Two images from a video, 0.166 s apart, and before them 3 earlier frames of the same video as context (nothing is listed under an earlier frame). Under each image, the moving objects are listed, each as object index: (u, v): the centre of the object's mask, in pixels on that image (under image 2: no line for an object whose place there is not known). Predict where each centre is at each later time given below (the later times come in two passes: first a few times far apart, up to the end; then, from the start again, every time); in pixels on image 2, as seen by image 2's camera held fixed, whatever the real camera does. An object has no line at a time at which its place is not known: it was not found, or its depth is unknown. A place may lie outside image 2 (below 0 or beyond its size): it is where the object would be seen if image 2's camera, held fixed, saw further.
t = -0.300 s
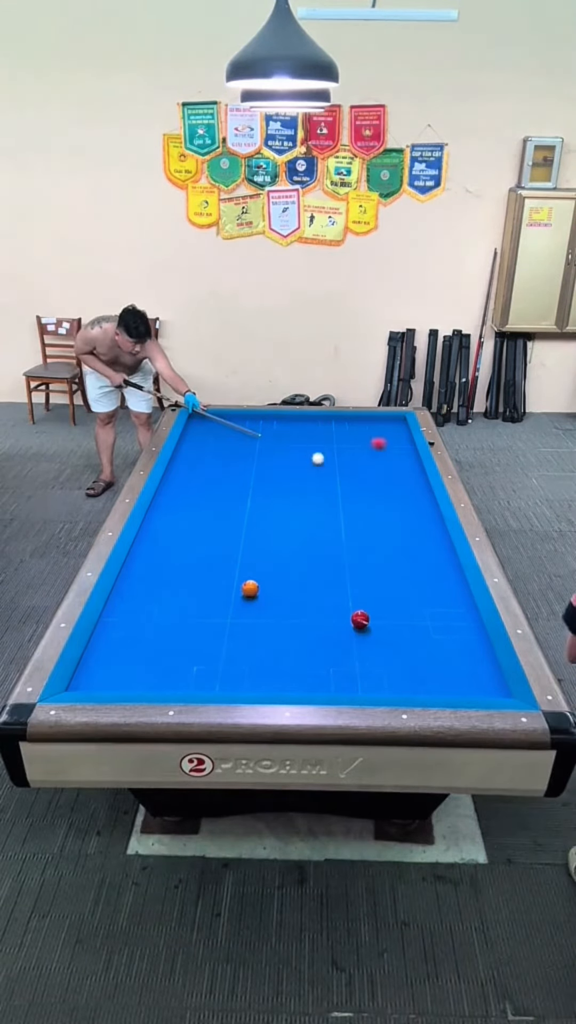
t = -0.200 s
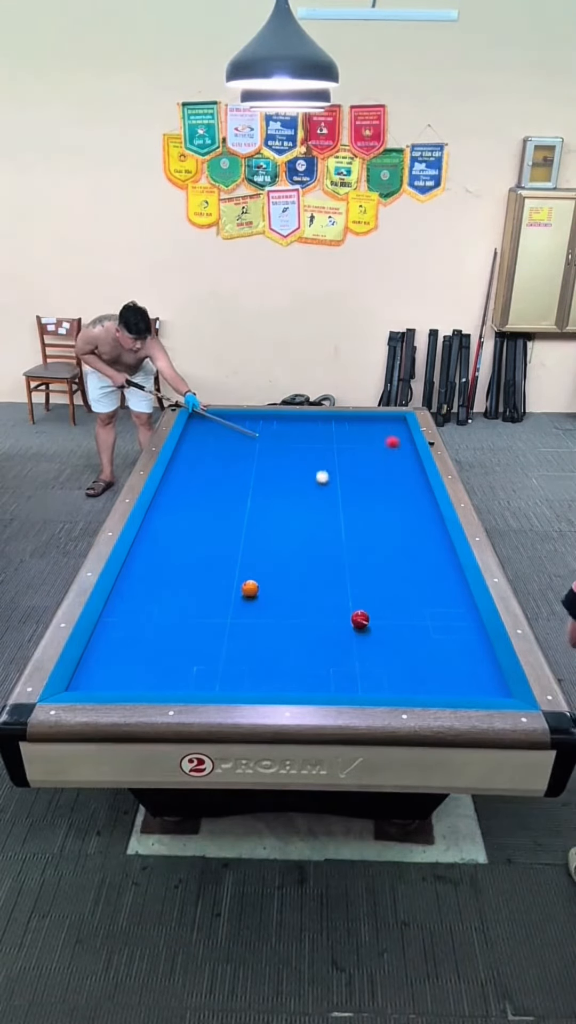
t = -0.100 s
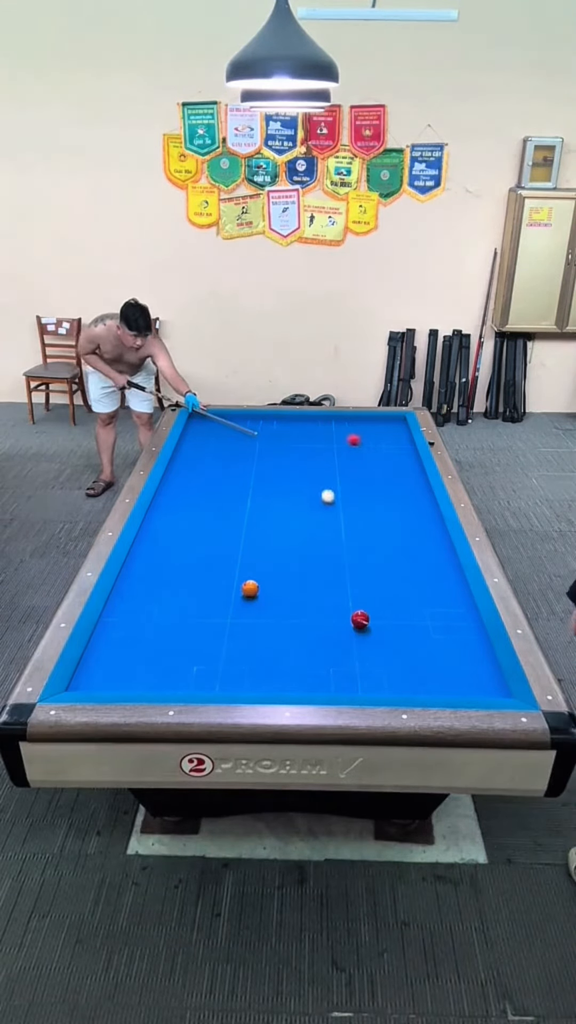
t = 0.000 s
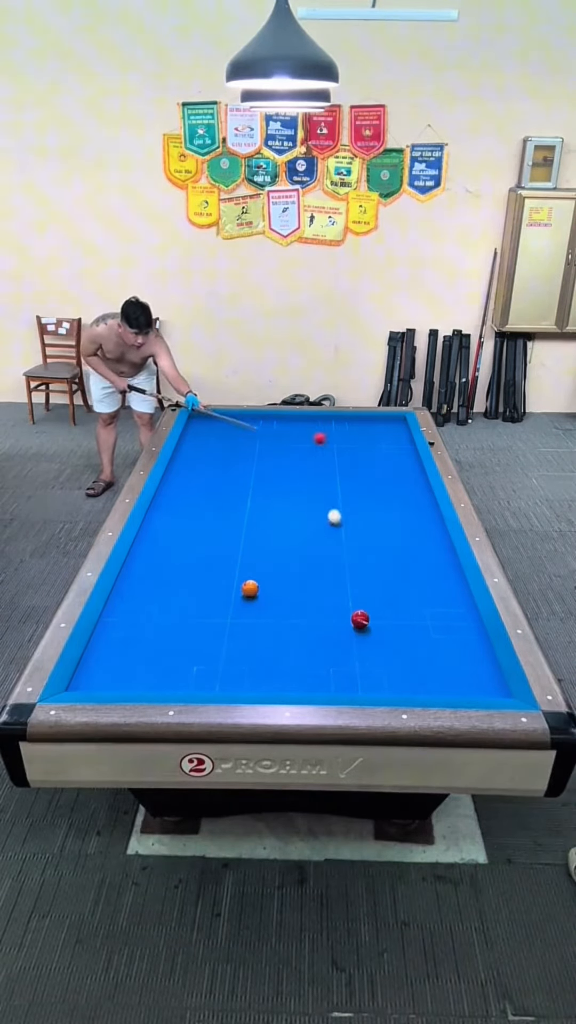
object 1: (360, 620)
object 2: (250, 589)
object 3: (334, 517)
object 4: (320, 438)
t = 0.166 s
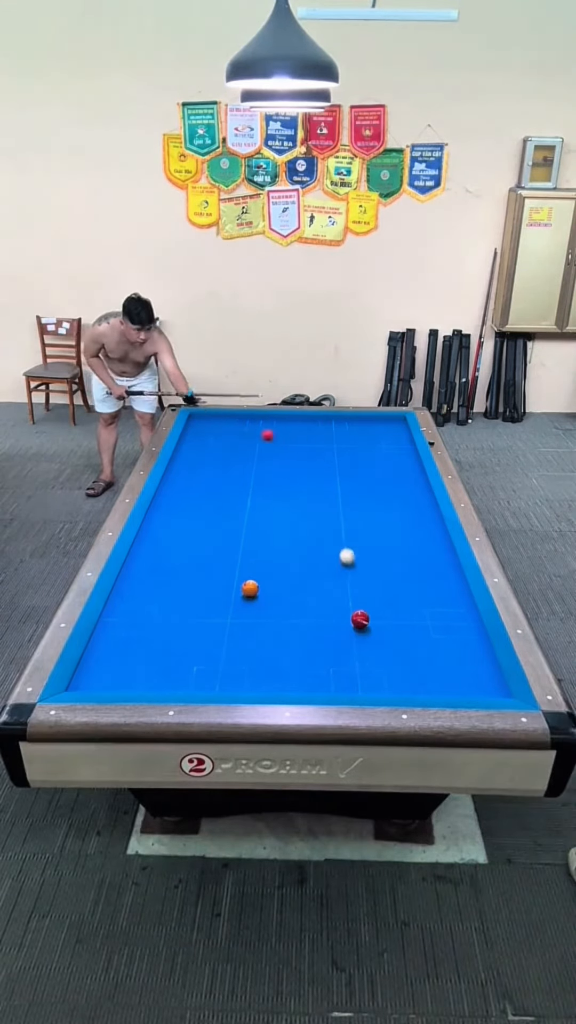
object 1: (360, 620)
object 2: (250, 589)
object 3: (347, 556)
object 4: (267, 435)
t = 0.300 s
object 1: (360, 620)
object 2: (250, 589)
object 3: (359, 595)
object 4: (226, 432)
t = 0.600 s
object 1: (334, 685)
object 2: (250, 589)
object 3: (416, 632)
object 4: (222, 430)
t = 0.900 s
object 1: (318, 640)
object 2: (250, 589)
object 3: (482, 676)
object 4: (269, 430)
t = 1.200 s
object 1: (306, 606)
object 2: (250, 589)
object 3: (445, 669)
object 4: (315, 429)
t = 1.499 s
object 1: (295, 576)
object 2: (250, 589)
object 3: (385, 643)
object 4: (359, 429)
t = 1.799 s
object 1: (286, 551)
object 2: (250, 589)
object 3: (332, 621)
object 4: (402, 428)
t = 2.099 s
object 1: (278, 529)
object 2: (250, 589)
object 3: (285, 600)
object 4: (380, 428)
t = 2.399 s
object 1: (271, 510)
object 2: (230, 586)
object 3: (265, 586)
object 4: (357, 427)
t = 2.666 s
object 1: (266, 494)
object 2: (202, 581)
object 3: (260, 576)
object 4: (338, 427)
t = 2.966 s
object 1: (261, 479)
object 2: (172, 576)
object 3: (256, 567)
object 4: (316, 426)
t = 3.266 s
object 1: (256, 466)
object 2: (145, 572)
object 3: (252, 558)
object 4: (296, 426)
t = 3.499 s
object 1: (253, 456)
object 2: (132, 569)
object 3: (250, 552)
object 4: (280, 425)
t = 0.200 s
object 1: (360, 620)
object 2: (250, 589)
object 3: (350, 565)
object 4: (257, 435)
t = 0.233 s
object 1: (360, 620)
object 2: (250, 589)
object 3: (353, 575)
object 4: (247, 434)
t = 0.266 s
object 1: (360, 620)
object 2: (250, 589)
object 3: (356, 585)
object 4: (237, 433)
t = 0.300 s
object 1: (360, 620)
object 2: (250, 589)
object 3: (359, 595)
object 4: (226, 432)
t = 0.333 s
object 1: (360, 620)
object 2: (250, 589)
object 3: (363, 604)
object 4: (217, 432)
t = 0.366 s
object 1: (358, 627)
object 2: (250, 589)
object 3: (368, 610)
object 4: (206, 431)
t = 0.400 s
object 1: (354, 637)
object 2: (250, 589)
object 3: (375, 612)
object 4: (196, 430)
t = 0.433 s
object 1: (351, 648)
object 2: (250, 589)
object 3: (382, 615)
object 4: (188, 430)
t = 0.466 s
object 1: (347, 658)
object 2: (250, 589)
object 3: (389, 617)
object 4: (194, 430)
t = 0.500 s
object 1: (344, 668)
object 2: (250, 589)
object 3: (396, 620)
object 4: (202, 430)
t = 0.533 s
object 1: (340, 679)
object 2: (250, 589)
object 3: (403, 624)
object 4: (209, 430)
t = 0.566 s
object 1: (337, 686)
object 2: (250, 589)
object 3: (409, 628)
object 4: (215, 430)
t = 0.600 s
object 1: (334, 685)
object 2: (250, 589)
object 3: (416, 632)
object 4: (222, 430)
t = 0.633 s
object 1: (332, 680)
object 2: (250, 589)
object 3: (422, 636)
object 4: (227, 430)
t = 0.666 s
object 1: (330, 674)
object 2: (250, 589)
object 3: (430, 641)
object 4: (233, 430)
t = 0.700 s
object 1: (328, 668)
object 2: (250, 589)
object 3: (437, 646)
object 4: (238, 430)
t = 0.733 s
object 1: (326, 663)
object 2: (250, 589)
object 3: (444, 651)
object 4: (243, 430)
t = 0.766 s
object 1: (325, 658)
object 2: (250, 589)
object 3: (451, 656)
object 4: (248, 430)
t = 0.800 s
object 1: (323, 654)
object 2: (250, 589)
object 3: (458, 661)
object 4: (254, 430)
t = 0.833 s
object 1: (321, 649)
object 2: (250, 589)
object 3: (466, 666)
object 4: (259, 430)
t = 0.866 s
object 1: (320, 644)
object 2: (250, 589)
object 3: (474, 671)
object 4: (264, 430)
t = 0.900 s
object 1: (318, 640)
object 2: (250, 589)
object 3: (482, 676)
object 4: (269, 430)
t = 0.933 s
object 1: (317, 637)
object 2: (250, 589)
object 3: (490, 682)
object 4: (274, 430)
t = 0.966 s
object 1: (315, 632)
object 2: (250, 589)
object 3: (497, 687)
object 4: (279, 430)
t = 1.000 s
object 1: (314, 628)
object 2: (250, 589)
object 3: (496, 691)
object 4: (284, 430)
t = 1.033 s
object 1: (312, 624)
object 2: (250, 589)
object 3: (486, 688)
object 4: (290, 429)
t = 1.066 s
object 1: (311, 620)
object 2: (250, 589)
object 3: (477, 685)
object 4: (295, 429)
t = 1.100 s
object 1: (310, 616)
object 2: (250, 589)
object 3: (468, 680)
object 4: (299, 429)
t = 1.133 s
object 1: (308, 613)
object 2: (250, 589)
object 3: (460, 676)
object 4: (305, 429)
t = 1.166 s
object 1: (307, 609)
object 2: (250, 589)
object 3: (452, 672)
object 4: (309, 429)
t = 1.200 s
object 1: (306, 606)
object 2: (250, 589)
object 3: (445, 669)
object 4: (315, 429)
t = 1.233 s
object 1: (304, 602)
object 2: (250, 589)
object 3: (438, 666)
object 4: (319, 429)
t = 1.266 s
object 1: (303, 599)
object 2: (250, 589)
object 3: (431, 663)
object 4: (325, 429)
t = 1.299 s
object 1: (302, 595)
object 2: (250, 589)
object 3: (424, 660)
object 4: (329, 429)
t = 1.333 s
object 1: (301, 592)
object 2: (250, 589)
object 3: (417, 658)
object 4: (335, 429)
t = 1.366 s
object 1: (300, 588)
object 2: (250, 589)
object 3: (411, 654)
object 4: (339, 429)
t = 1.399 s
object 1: (298, 585)
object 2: (250, 589)
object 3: (404, 652)
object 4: (344, 429)
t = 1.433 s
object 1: (297, 582)
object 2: (250, 589)
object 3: (398, 649)
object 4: (349, 429)
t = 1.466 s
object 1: (297, 579)
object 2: (250, 589)
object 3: (391, 646)
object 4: (354, 429)
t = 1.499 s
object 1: (295, 576)
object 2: (250, 589)
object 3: (385, 643)
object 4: (359, 429)
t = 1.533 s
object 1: (294, 573)
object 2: (250, 589)
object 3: (379, 641)
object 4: (364, 429)
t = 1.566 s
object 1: (293, 570)
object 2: (250, 589)
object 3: (373, 638)
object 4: (368, 429)
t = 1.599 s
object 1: (292, 567)
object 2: (250, 589)
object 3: (367, 636)
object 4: (373, 429)
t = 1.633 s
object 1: (291, 565)
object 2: (250, 589)
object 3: (361, 633)
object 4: (378, 428)
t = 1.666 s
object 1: (290, 561)
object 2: (250, 589)
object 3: (355, 630)
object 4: (383, 428)
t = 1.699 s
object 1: (289, 559)
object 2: (250, 589)
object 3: (349, 628)
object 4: (388, 428)
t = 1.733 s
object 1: (288, 556)
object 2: (250, 589)
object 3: (343, 625)
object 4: (392, 428)
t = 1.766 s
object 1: (287, 553)
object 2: (250, 589)
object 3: (338, 623)
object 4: (397, 428)
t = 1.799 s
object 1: (286, 551)
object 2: (250, 589)
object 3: (332, 621)
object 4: (402, 428)
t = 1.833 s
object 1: (285, 548)
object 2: (250, 589)
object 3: (327, 618)
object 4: (402, 428)
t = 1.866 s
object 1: (284, 545)
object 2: (250, 589)
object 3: (322, 616)
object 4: (399, 428)
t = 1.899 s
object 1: (283, 543)
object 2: (250, 589)
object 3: (316, 614)
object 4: (396, 428)
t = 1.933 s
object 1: (282, 541)
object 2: (250, 589)
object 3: (311, 611)
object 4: (394, 428)
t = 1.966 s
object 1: (282, 538)
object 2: (250, 589)
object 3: (306, 609)
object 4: (391, 428)
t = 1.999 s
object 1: (281, 536)
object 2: (250, 589)
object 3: (301, 607)
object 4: (388, 428)
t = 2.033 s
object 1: (280, 534)
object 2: (250, 589)
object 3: (296, 605)
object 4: (386, 428)
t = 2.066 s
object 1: (279, 531)
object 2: (250, 589)
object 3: (291, 603)
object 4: (383, 428)
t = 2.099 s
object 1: (278, 529)
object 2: (250, 589)
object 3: (285, 600)
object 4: (380, 428)
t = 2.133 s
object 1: (278, 527)
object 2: (250, 589)
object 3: (281, 598)
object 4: (378, 428)
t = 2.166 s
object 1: (277, 524)
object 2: (250, 589)
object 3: (276, 596)
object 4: (375, 428)
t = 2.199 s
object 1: (276, 522)
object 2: (250, 589)
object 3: (271, 594)
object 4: (372, 428)
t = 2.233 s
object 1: (275, 520)
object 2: (250, 589)
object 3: (266, 592)
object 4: (370, 428)
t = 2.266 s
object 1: (274, 518)
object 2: (246, 588)
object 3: (267, 591)
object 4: (368, 428)
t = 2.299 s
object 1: (274, 516)
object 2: (241, 587)
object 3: (266, 590)
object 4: (365, 427)
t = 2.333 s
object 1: (273, 514)
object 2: (237, 587)
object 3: (266, 588)
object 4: (363, 427)
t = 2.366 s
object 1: (272, 512)
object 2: (233, 586)
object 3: (265, 587)
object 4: (360, 427)
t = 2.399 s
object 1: (271, 510)
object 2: (230, 586)
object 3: (265, 586)
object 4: (357, 427)
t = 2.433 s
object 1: (271, 508)
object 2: (226, 585)
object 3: (264, 585)
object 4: (355, 427)
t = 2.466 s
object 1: (270, 506)
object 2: (223, 584)
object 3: (264, 583)
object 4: (352, 427)
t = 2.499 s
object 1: (269, 504)
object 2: (219, 584)
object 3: (263, 582)
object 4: (350, 427)
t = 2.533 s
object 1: (269, 502)
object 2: (216, 583)
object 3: (262, 581)
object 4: (347, 427)
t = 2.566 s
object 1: (268, 500)
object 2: (212, 583)
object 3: (262, 580)
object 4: (345, 427)
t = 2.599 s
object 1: (267, 498)
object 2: (209, 582)
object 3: (261, 578)
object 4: (342, 427)
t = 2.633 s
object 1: (267, 496)
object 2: (205, 581)
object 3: (261, 577)
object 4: (340, 427)
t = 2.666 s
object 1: (266, 494)
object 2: (202, 581)
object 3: (260, 576)
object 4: (338, 427)
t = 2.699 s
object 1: (265, 493)
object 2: (198, 580)
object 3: (259, 575)
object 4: (335, 427)
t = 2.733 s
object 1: (265, 491)
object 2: (195, 580)
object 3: (259, 574)
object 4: (333, 427)
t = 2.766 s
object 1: (264, 489)
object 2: (192, 579)
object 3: (259, 573)
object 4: (330, 427)
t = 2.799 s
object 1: (264, 488)
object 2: (189, 579)
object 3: (258, 572)
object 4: (328, 426)
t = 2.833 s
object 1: (263, 486)
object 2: (185, 578)
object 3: (258, 571)
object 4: (326, 426)
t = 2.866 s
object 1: (262, 484)
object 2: (182, 578)
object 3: (257, 570)
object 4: (323, 426)
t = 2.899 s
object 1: (262, 483)
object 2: (179, 577)
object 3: (257, 569)
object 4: (321, 426)
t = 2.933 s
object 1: (261, 481)
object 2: (176, 577)
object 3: (256, 568)
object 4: (318, 426)
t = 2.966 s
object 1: (261, 479)
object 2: (172, 576)
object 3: (256, 567)
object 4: (316, 426)
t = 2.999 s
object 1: (260, 478)
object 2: (169, 576)
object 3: (255, 566)
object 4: (314, 426)
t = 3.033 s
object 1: (260, 476)
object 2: (166, 575)
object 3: (255, 565)
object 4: (311, 426)
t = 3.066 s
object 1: (259, 474)
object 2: (163, 575)
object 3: (255, 564)
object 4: (309, 426)
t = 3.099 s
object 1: (259, 473)
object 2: (160, 574)
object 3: (254, 563)
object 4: (307, 426)
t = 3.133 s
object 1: (258, 471)
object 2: (157, 574)
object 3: (254, 562)
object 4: (305, 426)
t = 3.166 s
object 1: (258, 470)
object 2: (153, 573)
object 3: (253, 561)
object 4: (302, 425)
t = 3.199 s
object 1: (257, 468)
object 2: (151, 573)
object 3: (253, 560)
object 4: (300, 425)
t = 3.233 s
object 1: (257, 467)
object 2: (147, 572)
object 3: (253, 559)
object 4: (298, 425)
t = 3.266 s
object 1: (256, 466)
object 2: (145, 572)
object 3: (252, 558)
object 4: (296, 426)
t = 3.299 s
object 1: (256, 464)
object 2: (141, 571)
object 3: (252, 557)
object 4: (294, 425)
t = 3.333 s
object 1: (255, 463)
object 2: (138, 571)
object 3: (252, 556)
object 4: (291, 425)
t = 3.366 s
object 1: (254, 461)
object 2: (136, 570)
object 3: (251, 555)
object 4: (289, 425)
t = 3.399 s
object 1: (254, 460)
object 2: (132, 570)
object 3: (251, 554)
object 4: (287, 425)
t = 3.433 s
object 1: (254, 459)
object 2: (130, 570)
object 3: (251, 554)
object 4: (285, 425)
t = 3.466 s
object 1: (253, 457)
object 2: (130, 569)
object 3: (250, 553)
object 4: (283, 425)
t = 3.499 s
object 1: (253, 456)
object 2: (132, 569)
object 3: (250, 552)
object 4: (280, 425)
